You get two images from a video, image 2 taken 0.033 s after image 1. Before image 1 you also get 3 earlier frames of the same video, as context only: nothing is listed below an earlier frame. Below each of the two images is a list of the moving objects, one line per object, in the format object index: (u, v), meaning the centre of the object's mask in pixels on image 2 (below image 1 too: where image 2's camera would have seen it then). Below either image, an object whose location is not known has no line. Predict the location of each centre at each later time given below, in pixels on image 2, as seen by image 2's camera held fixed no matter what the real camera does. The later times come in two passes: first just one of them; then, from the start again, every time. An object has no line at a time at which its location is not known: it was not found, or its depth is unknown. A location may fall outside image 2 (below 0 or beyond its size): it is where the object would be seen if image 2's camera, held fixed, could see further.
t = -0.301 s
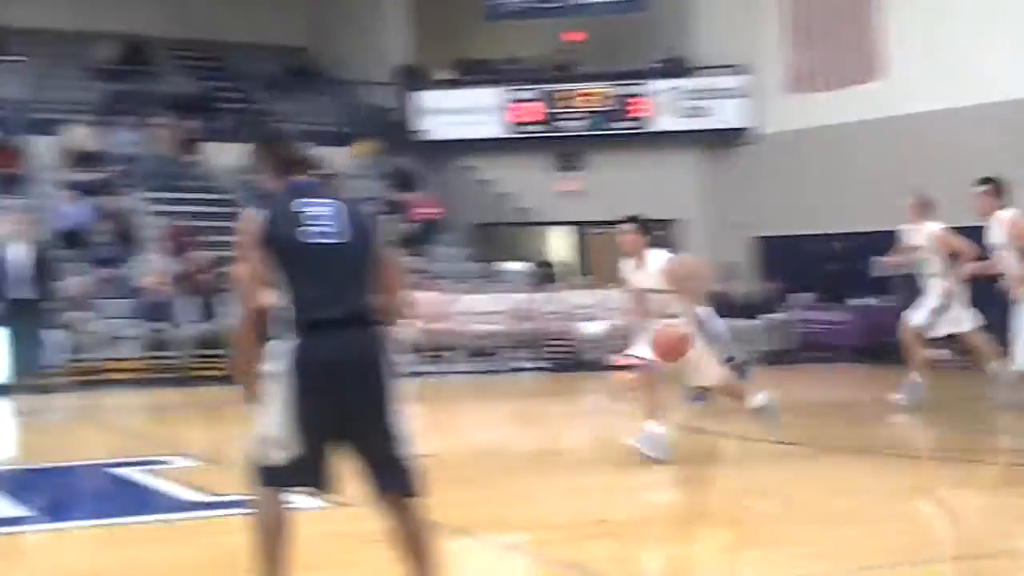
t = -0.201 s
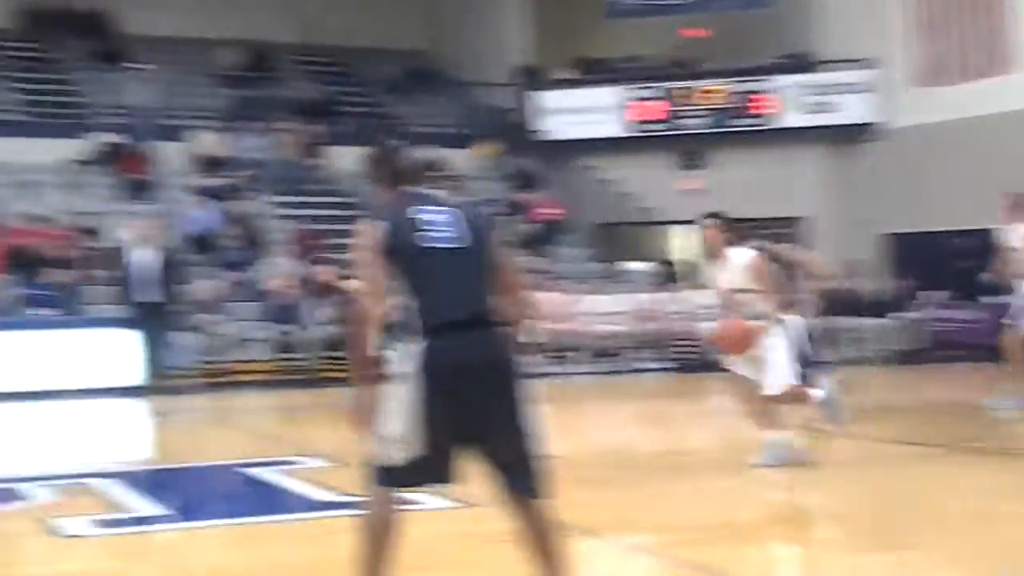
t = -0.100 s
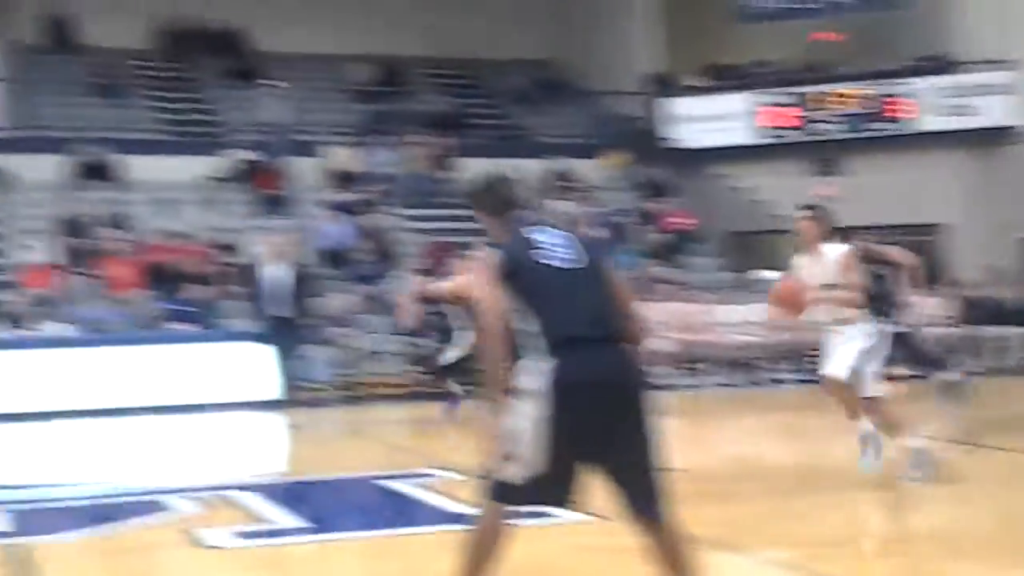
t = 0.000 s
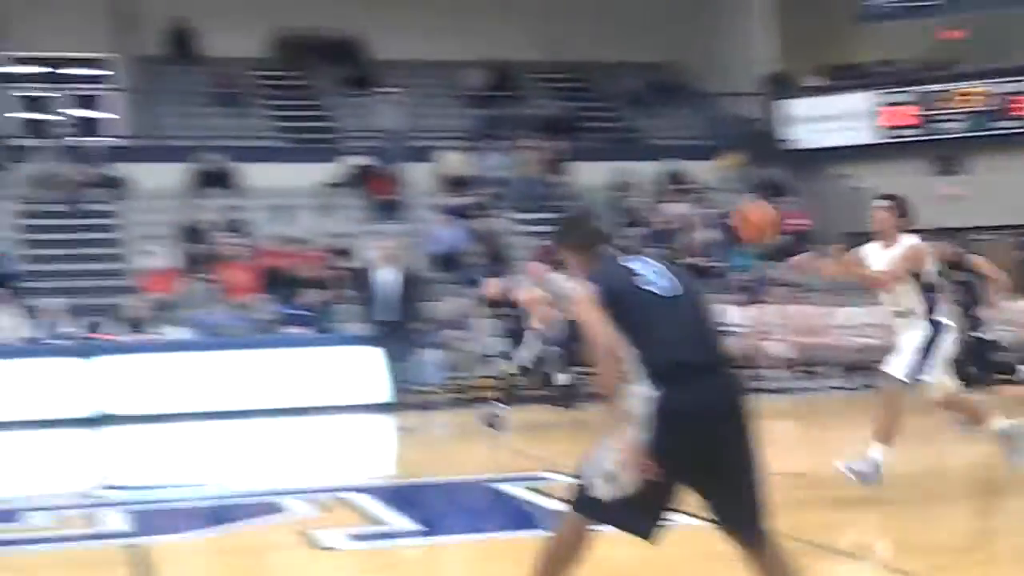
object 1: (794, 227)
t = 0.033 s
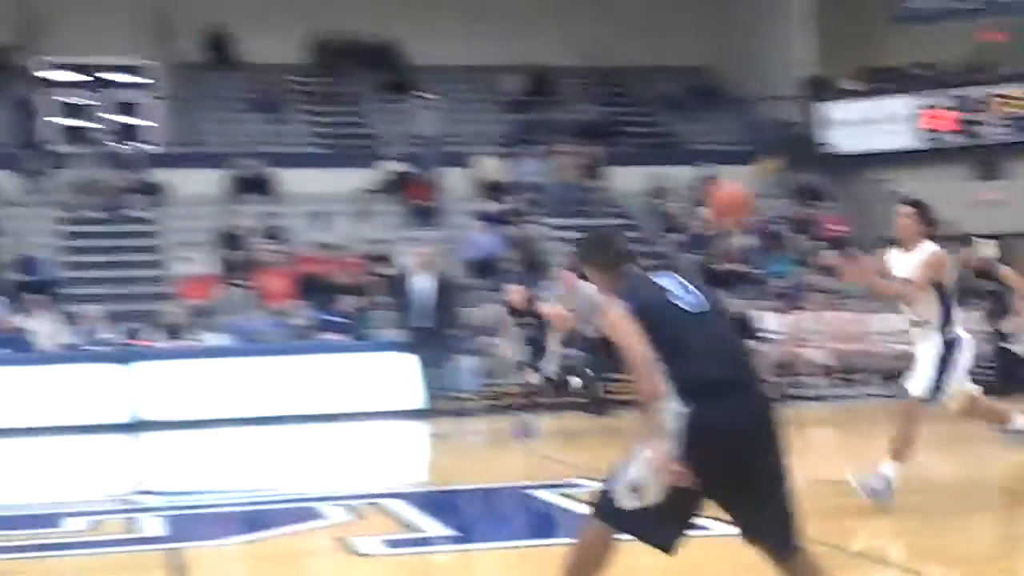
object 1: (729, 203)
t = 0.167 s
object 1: (451, 106)
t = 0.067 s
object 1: (661, 176)
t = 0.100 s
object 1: (597, 154)
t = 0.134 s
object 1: (527, 130)
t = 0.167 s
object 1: (451, 106)
